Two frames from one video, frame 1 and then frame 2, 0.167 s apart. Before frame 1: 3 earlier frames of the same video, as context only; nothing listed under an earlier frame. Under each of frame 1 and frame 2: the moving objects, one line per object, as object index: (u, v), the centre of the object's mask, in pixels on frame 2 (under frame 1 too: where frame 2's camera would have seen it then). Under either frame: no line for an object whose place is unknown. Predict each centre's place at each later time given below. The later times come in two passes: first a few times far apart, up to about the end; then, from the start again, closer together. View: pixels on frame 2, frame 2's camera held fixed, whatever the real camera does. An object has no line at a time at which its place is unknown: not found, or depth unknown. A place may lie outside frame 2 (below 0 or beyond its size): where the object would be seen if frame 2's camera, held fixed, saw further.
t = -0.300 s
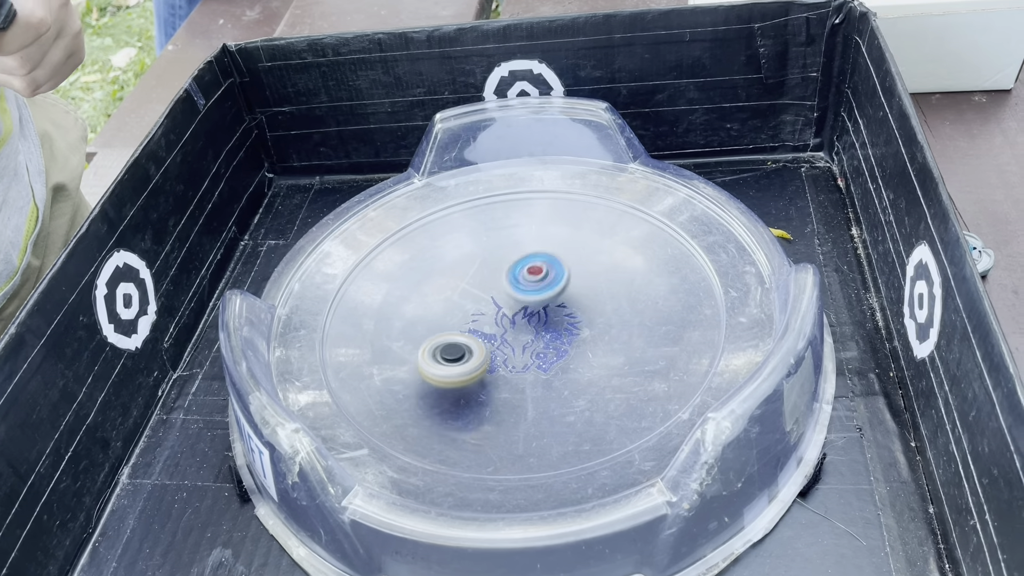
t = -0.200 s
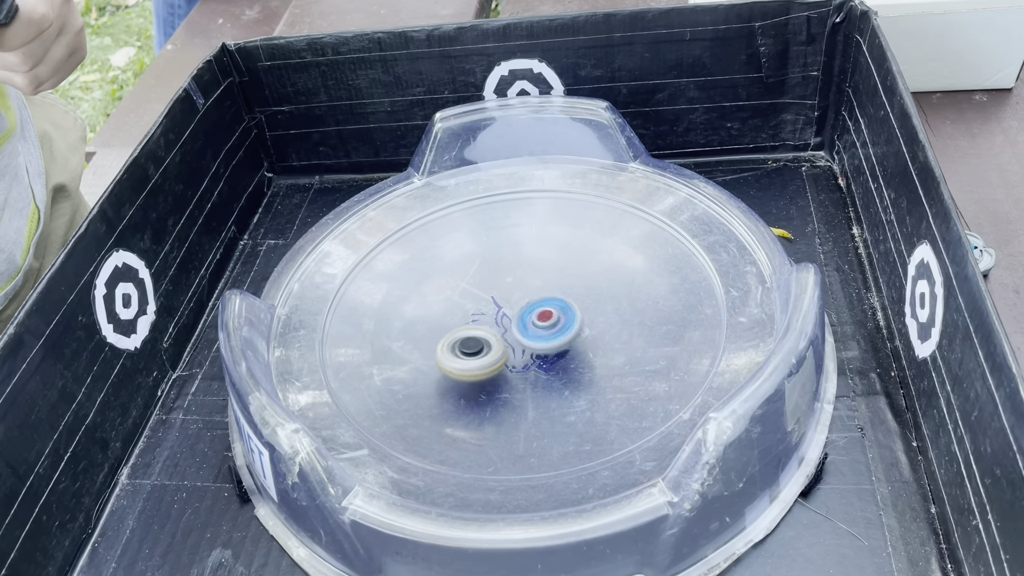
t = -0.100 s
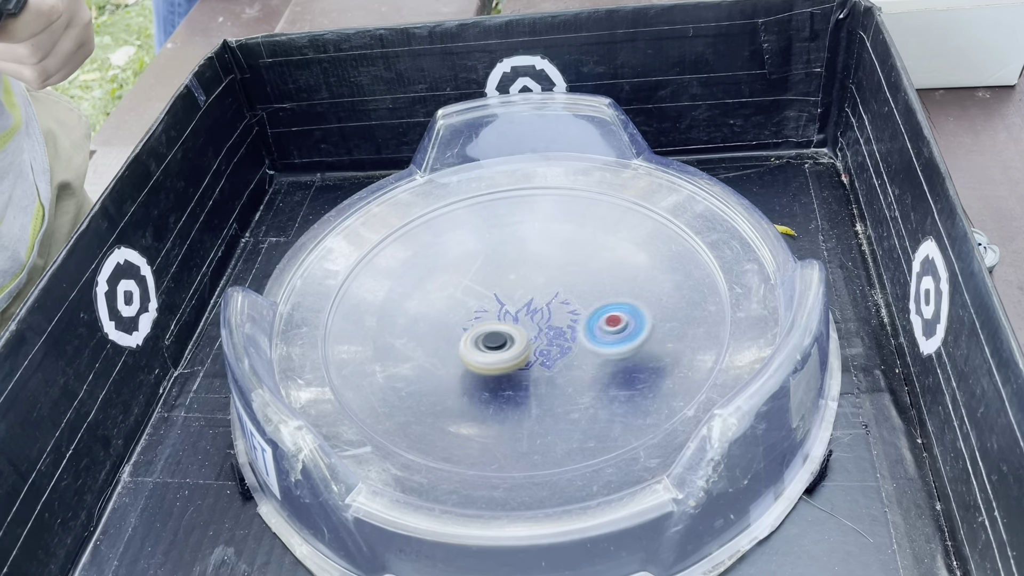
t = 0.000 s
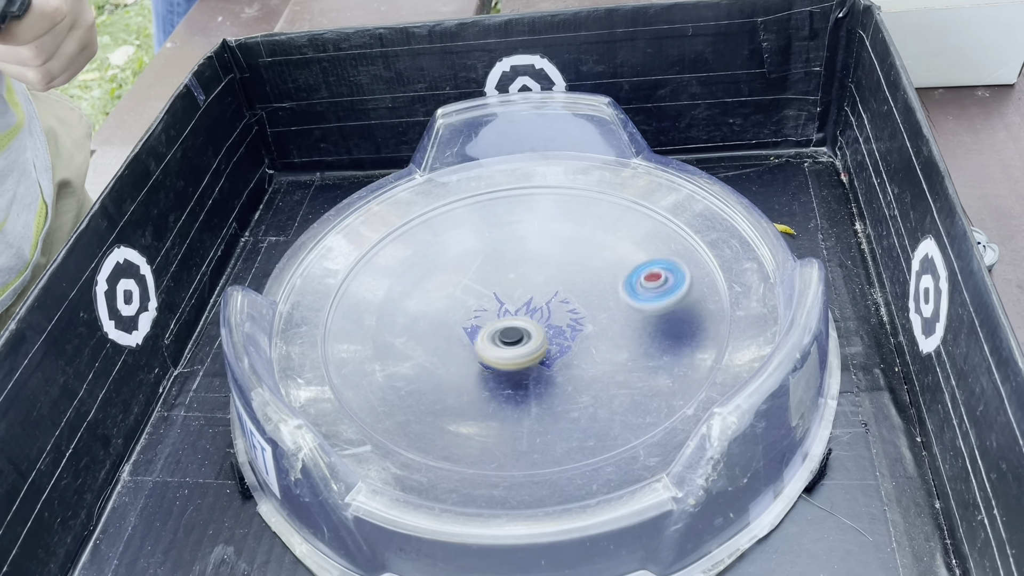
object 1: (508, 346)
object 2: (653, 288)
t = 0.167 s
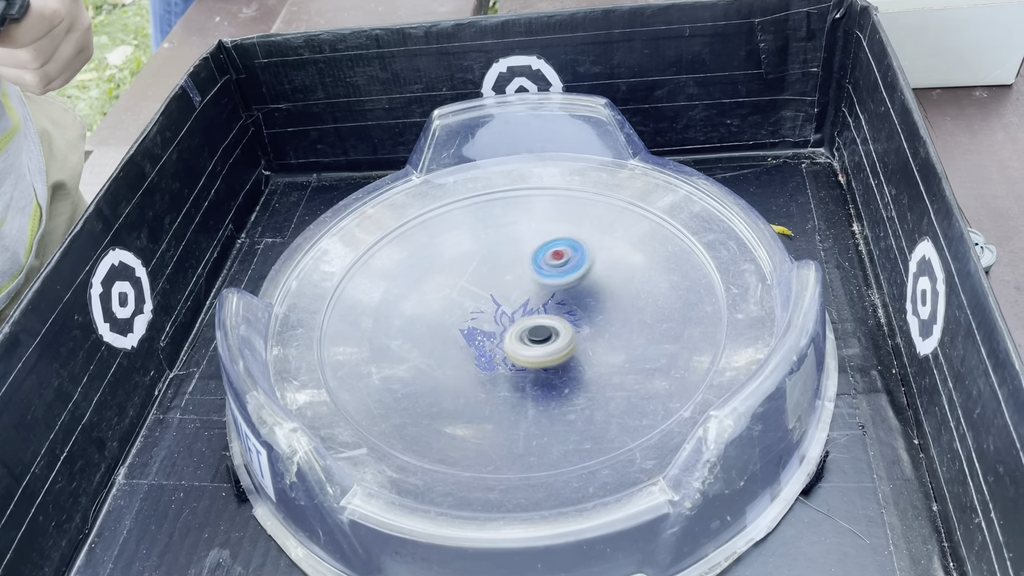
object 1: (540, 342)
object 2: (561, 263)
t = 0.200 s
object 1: (545, 342)
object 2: (539, 276)
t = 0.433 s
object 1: (585, 362)
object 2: (508, 382)
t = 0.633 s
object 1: (658, 319)
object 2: (611, 387)
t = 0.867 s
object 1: (684, 217)
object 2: (538, 377)
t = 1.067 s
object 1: (636, 225)
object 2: (512, 405)
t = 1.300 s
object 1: (597, 282)
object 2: (478, 351)
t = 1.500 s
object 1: (596, 283)
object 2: (403, 375)
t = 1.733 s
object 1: (605, 270)
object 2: (490, 319)
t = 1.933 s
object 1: (604, 267)
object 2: (396, 264)
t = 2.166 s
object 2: (433, 326)
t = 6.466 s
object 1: (514, 274)
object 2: (476, 359)
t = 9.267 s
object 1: (575, 363)
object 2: (513, 328)
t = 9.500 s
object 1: (561, 352)
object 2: (503, 303)
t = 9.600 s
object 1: (556, 346)
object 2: (498, 302)
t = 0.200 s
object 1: (545, 342)
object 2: (539, 276)
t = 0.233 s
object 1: (551, 343)
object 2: (522, 293)
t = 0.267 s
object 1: (560, 347)
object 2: (506, 304)
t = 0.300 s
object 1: (570, 354)
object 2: (491, 318)
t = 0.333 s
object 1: (576, 359)
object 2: (482, 335)
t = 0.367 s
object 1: (579, 361)
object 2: (481, 352)
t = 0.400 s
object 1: (582, 362)
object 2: (489, 369)
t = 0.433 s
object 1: (585, 362)
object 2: (508, 382)
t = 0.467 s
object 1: (601, 355)
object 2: (517, 394)
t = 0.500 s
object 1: (624, 343)
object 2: (526, 402)
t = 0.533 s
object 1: (640, 332)
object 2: (546, 410)
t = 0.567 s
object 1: (650, 325)
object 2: (570, 408)
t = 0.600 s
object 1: (655, 321)
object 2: (593, 401)
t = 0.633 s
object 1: (658, 319)
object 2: (611, 387)
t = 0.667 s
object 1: (661, 319)
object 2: (623, 372)
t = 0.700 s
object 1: (670, 303)
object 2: (615, 364)
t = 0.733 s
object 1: (683, 279)
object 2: (601, 369)
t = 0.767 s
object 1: (692, 257)
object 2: (586, 368)
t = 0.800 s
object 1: (694, 238)
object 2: (571, 369)
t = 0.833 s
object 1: (690, 225)
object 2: (554, 371)
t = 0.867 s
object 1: (684, 217)
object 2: (538, 377)
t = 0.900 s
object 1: (677, 211)
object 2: (522, 383)
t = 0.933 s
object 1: (669, 208)
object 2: (510, 389)
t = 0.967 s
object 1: (662, 208)
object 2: (502, 396)
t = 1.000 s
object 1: (653, 213)
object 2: (499, 401)
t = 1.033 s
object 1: (644, 218)
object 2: (503, 406)
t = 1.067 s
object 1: (636, 225)
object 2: (512, 405)
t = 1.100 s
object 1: (628, 234)
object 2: (521, 400)
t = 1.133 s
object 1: (622, 243)
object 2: (526, 393)
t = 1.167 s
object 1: (616, 253)
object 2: (525, 385)
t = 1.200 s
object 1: (610, 262)
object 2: (520, 376)
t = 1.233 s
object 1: (605, 270)
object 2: (509, 366)
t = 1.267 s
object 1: (600, 277)
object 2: (495, 357)
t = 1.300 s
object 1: (597, 282)
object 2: (478, 351)
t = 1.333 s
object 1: (594, 286)
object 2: (458, 348)
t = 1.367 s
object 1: (593, 288)
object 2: (439, 348)
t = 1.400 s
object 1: (593, 288)
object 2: (421, 350)
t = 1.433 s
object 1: (593, 287)
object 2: (406, 356)
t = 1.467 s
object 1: (595, 285)
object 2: (399, 364)
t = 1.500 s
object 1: (596, 283)
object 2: (403, 375)
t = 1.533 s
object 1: (598, 281)
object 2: (418, 383)
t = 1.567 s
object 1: (600, 279)
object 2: (438, 383)
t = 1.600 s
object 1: (601, 277)
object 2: (456, 376)
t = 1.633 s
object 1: (602, 275)
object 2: (471, 365)
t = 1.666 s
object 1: (603, 273)
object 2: (483, 350)
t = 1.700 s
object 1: (604, 271)
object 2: (489, 335)
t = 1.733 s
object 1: (605, 270)
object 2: (490, 319)
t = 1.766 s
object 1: (606, 269)
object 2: (483, 301)
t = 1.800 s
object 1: (606, 268)
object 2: (471, 287)
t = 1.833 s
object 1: (606, 267)
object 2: (456, 275)
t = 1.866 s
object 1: (606, 267)
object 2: (438, 266)
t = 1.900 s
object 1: (605, 267)
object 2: (417, 262)
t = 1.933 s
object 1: (604, 267)
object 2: (396, 264)
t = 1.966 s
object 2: (379, 270)
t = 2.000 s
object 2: (369, 278)
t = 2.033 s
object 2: (366, 289)
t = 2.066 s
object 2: (371, 301)
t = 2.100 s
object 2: (387, 313)
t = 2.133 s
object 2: (407, 323)
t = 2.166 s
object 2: (433, 326)
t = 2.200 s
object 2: (459, 325)
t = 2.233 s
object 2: (483, 319)
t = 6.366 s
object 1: (523, 275)
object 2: (525, 363)
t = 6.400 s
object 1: (520, 274)
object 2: (509, 361)
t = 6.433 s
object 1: (517, 275)
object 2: (492, 359)
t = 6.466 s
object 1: (514, 274)
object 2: (476, 359)
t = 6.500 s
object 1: (511, 275)
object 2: (460, 360)
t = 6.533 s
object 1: (509, 276)
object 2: (445, 360)
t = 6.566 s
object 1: (506, 277)
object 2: (433, 364)
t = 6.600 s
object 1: (504, 277)
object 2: (423, 367)
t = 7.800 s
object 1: (623, 301)
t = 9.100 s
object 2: (503, 330)
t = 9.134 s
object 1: (581, 365)
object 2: (502, 331)
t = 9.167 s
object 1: (581, 364)
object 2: (503, 332)
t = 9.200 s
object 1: (579, 364)
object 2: (506, 331)
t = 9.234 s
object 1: (578, 364)
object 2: (509, 330)
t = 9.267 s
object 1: (575, 363)
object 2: (513, 328)
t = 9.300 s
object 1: (573, 362)
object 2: (514, 323)
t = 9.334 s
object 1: (571, 361)
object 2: (515, 319)
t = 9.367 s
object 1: (569, 359)
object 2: (515, 315)
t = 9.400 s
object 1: (567, 358)
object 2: (513, 310)
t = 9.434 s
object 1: (565, 356)
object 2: (510, 307)
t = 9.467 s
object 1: (563, 354)
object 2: (506, 305)
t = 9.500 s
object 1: (561, 352)
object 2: (503, 303)
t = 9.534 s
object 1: (559, 350)
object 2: (500, 302)
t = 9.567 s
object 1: (558, 348)
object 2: (499, 302)
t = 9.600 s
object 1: (556, 346)
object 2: (498, 302)
